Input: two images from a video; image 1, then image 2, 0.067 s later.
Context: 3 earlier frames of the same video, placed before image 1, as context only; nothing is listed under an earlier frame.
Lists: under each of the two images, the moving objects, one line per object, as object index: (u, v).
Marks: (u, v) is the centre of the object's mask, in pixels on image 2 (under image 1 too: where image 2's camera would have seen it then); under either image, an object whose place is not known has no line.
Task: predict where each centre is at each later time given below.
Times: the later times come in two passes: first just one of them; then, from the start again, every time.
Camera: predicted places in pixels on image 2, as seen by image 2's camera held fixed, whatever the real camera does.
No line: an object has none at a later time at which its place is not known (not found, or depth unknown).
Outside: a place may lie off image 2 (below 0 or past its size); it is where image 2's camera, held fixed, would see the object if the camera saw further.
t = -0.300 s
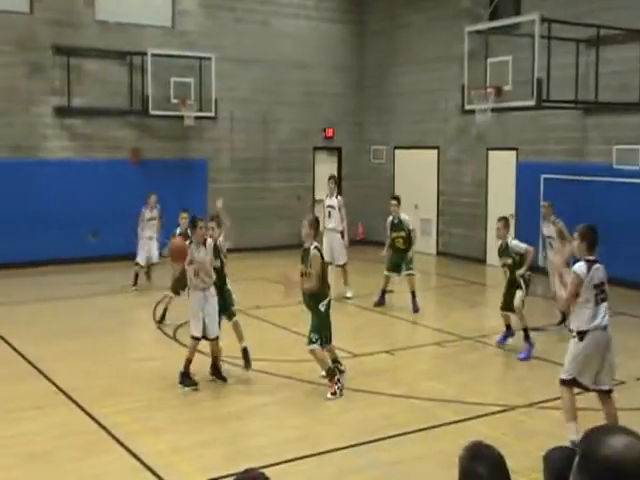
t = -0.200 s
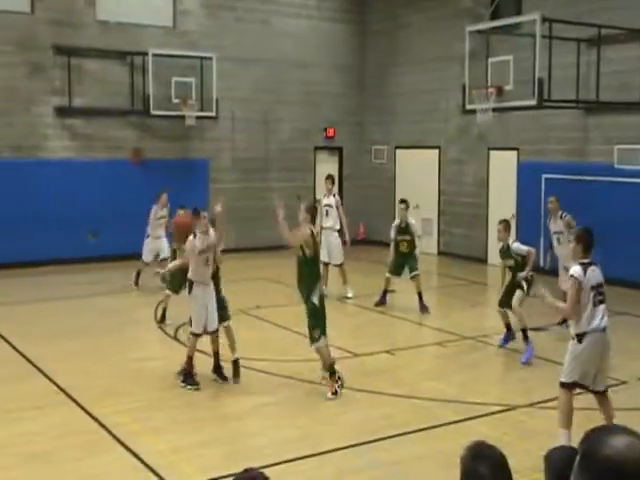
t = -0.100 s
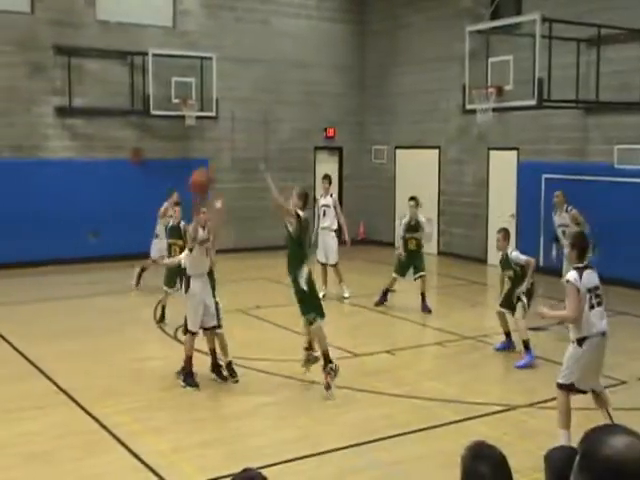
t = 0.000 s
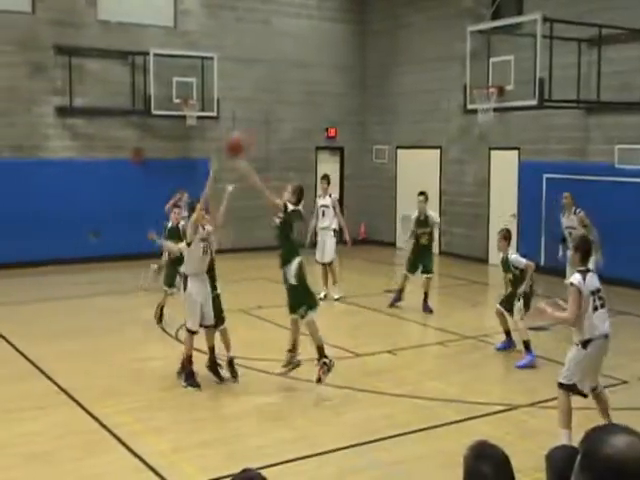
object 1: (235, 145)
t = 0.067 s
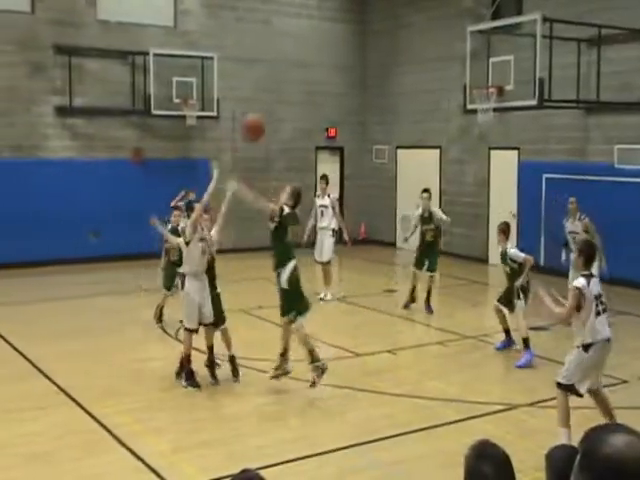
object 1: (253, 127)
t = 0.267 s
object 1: (315, 101)
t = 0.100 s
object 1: (265, 118)
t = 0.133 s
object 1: (274, 113)
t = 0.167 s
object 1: (284, 108)
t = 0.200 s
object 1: (295, 104)
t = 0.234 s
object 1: (304, 102)
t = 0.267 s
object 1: (315, 101)
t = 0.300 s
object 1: (325, 101)
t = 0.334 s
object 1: (337, 102)
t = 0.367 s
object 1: (346, 106)
